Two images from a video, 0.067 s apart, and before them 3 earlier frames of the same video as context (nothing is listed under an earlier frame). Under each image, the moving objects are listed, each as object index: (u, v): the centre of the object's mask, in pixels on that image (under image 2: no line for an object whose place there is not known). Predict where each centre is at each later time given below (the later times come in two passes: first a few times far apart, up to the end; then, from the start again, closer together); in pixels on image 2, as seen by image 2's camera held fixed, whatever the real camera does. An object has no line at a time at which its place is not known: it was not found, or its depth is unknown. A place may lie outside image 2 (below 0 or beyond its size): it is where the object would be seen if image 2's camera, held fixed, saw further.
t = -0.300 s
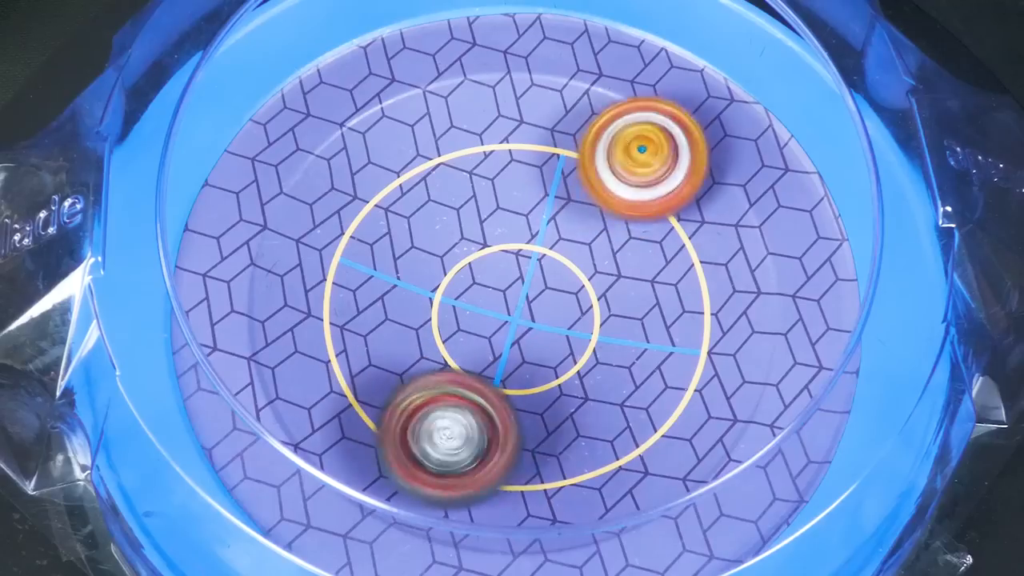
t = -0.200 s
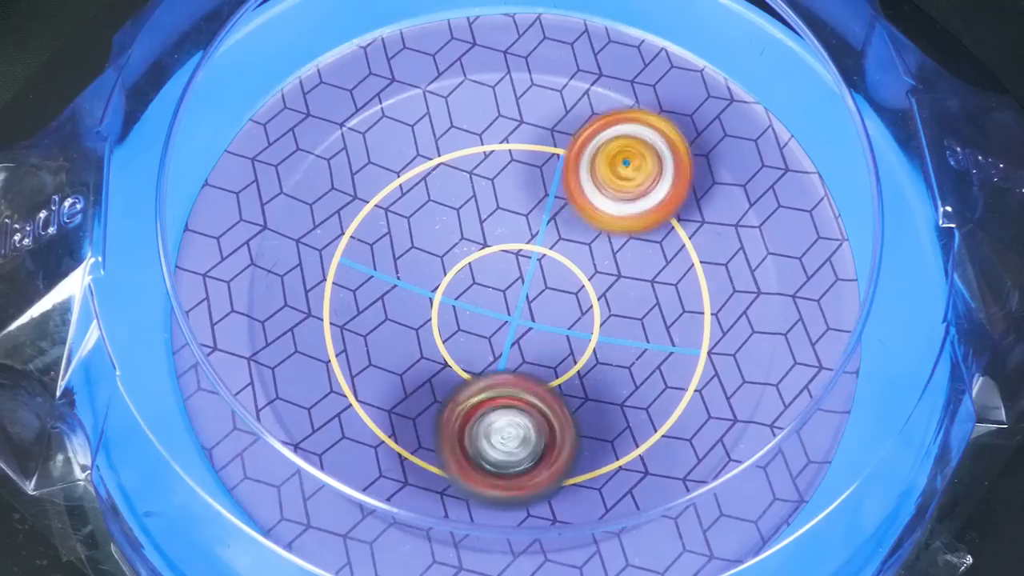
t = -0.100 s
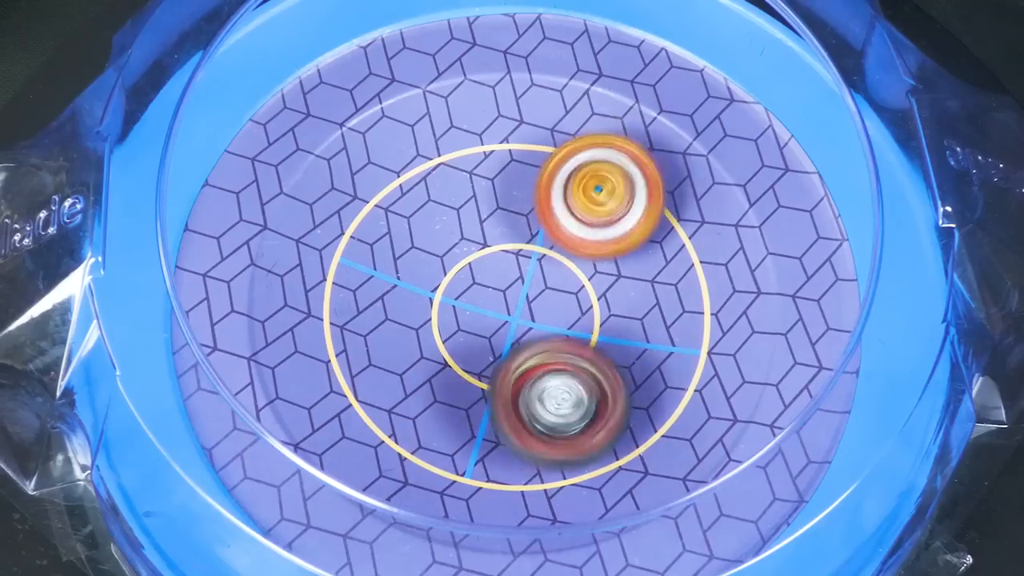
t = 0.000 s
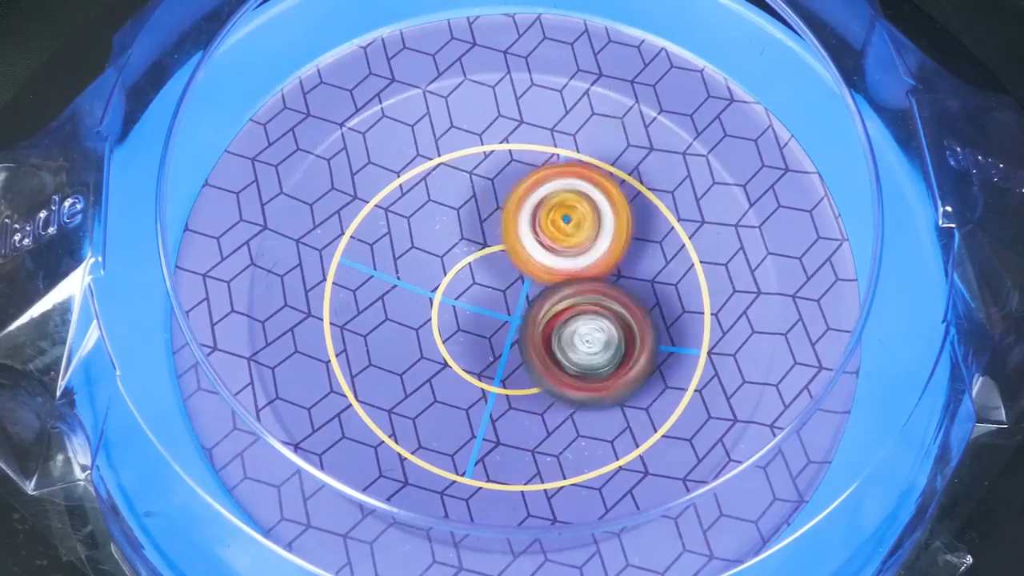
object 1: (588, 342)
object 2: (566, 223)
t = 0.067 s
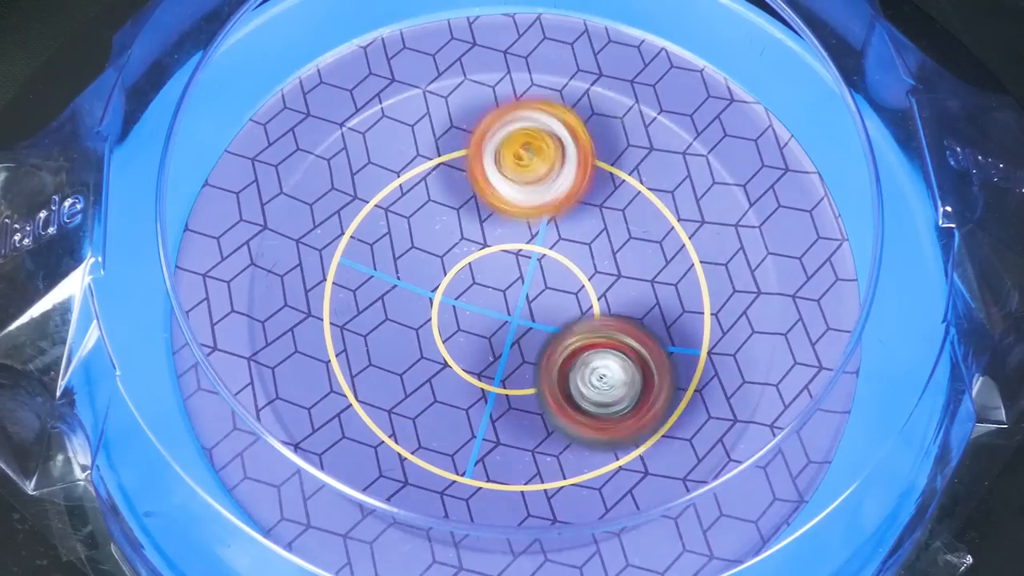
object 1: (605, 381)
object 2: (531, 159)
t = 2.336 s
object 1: (428, 294)
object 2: (576, 300)
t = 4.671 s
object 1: (541, 211)
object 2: (576, 328)
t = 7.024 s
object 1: (474, 248)
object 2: (596, 336)
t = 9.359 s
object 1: (447, 221)
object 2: (507, 349)
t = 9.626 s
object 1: (506, 219)
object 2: (541, 329)
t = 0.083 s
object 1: (608, 388)
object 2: (522, 146)
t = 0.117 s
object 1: (611, 393)
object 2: (507, 127)
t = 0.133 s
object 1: (613, 394)
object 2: (502, 121)
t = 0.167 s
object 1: (617, 390)
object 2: (493, 113)
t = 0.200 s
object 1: (621, 383)
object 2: (488, 110)
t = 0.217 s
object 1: (622, 379)
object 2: (487, 110)
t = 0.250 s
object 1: (623, 369)
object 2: (484, 111)
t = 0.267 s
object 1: (623, 363)
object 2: (484, 113)
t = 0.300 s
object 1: (620, 350)
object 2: (482, 117)
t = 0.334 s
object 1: (615, 336)
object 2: (481, 124)
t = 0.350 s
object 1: (611, 328)
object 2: (481, 127)
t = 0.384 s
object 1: (603, 313)
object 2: (480, 136)
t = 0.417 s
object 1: (593, 299)
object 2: (480, 146)
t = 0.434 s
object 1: (586, 291)
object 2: (479, 151)
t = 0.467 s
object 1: (572, 277)
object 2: (479, 163)
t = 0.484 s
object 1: (564, 272)
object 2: (479, 169)
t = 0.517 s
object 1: (557, 272)
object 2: (472, 170)
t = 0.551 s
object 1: (555, 279)
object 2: (460, 166)
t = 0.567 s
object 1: (553, 282)
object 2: (457, 167)
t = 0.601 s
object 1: (550, 286)
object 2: (451, 169)
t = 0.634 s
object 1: (546, 290)
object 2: (450, 175)
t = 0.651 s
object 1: (543, 290)
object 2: (449, 179)
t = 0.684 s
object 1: (538, 293)
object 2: (449, 187)
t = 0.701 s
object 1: (534, 293)
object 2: (450, 192)
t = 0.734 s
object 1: (534, 299)
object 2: (448, 198)
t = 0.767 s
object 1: (535, 307)
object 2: (447, 204)
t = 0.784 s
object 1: (536, 308)
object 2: (447, 208)
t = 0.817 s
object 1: (536, 312)
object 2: (448, 216)
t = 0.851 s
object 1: (540, 319)
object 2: (448, 222)
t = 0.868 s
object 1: (542, 322)
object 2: (447, 227)
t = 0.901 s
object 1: (546, 326)
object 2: (448, 235)
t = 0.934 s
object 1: (549, 329)
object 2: (451, 244)
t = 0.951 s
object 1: (552, 331)
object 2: (452, 248)
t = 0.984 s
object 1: (558, 334)
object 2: (454, 254)
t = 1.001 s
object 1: (560, 334)
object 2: (456, 257)
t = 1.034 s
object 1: (570, 339)
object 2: (457, 261)
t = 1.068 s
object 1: (591, 347)
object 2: (446, 257)
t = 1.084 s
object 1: (601, 348)
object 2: (443, 256)
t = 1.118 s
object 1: (613, 348)
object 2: (440, 258)
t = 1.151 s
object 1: (622, 346)
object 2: (443, 263)
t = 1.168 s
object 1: (625, 343)
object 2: (445, 267)
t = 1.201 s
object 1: (627, 338)
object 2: (451, 276)
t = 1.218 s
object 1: (627, 335)
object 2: (453, 280)
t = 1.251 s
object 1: (624, 329)
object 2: (460, 289)
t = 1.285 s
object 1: (618, 323)
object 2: (466, 298)
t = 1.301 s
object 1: (613, 321)
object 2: (469, 302)
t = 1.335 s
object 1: (605, 316)
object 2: (473, 310)
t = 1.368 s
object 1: (609, 310)
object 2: (468, 315)
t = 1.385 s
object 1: (611, 307)
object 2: (465, 317)
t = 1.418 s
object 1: (613, 300)
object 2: (464, 321)
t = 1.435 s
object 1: (612, 297)
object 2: (466, 323)
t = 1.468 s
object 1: (607, 289)
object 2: (470, 327)
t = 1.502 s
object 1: (599, 283)
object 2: (475, 331)
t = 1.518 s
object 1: (602, 276)
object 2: (470, 335)
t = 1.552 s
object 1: (606, 261)
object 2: (461, 344)
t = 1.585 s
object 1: (603, 250)
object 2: (460, 348)
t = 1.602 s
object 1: (600, 246)
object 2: (460, 348)
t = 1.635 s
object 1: (590, 238)
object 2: (464, 348)
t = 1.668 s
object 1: (577, 233)
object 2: (470, 348)
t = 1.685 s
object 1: (570, 232)
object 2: (474, 347)
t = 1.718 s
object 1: (554, 231)
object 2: (481, 345)
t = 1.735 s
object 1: (547, 233)
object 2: (485, 343)
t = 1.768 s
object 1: (537, 218)
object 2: (487, 353)
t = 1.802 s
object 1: (527, 202)
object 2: (490, 362)
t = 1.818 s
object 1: (523, 197)
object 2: (491, 364)
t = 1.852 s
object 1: (510, 190)
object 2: (497, 365)
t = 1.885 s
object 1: (496, 188)
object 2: (504, 364)
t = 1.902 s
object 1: (489, 188)
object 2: (507, 362)
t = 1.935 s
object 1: (477, 192)
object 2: (514, 357)
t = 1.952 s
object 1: (471, 195)
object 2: (517, 354)
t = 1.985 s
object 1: (461, 203)
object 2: (524, 350)
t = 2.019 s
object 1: (452, 213)
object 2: (530, 344)
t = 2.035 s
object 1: (447, 219)
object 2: (534, 341)
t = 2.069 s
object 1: (443, 232)
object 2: (540, 335)
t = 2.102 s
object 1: (440, 247)
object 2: (546, 330)
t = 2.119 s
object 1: (440, 254)
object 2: (549, 328)
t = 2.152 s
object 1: (440, 264)
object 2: (555, 325)
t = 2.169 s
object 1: (438, 268)
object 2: (557, 325)
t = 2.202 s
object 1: (433, 274)
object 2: (563, 322)
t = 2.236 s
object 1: (430, 280)
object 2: (565, 318)
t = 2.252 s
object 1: (430, 283)
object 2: (565, 315)
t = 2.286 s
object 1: (432, 290)
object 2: (566, 309)
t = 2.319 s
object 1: (432, 294)
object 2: (570, 302)
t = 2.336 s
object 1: (428, 294)
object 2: (576, 300)
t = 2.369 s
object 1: (424, 296)
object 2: (586, 295)
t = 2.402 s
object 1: (424, 299)
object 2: (589, 292)
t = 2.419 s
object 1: (425, 300)
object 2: (590, 290)
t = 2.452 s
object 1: (429, 302)
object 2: (590, 285)
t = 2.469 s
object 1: (432, 303)
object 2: (588, 284)
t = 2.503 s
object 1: (438, 303)
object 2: (586, 280)
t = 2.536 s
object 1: (445, 302)
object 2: (583, 276)
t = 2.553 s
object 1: (449, 302)
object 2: (581, 273)
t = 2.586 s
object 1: (447, 303)
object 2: (586, 264)
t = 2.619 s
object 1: (428, 311)
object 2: (609, 246)
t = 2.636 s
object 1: (421, 315)
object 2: (617, 239)
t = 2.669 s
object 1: (417, 321)
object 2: (628, 228)
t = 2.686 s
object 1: (416, 325)
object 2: (631, 225)
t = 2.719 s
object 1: (419, 331)
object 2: (633, 221)
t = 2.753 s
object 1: (427, 335)
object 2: (631, 219)
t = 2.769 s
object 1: (432, 336)
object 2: (628, 218)
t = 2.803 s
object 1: (443, 337)
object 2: (623, 217)
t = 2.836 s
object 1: (455, 334)
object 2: (616, 216)
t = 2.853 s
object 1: (462, 332)
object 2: (613, 216)
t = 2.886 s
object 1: (474, 326)
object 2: (605, 217)
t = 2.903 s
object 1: (480, 323)
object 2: (600, 217)
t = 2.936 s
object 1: (490, 315)
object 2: (591, 219)
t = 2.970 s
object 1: (495, 308)
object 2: (584, 217)
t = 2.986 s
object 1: (496, 308)
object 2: (583, 214)
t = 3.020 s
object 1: (497, 307)
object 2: (579, 210)
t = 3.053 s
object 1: (497, 308)
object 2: (574, 207)
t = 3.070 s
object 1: (497, 308)
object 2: (572, 206)
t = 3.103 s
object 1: (498, 310)
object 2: (566, 205)
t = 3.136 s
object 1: (498, 312)
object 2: (560, 204)
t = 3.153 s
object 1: (498, 314)
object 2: (557, 203)
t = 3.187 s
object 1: (498, 316)
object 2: (551, 204)
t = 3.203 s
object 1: (499, 318)
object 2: (548, 205)
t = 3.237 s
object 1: (499, 328)
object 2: (542, 202)
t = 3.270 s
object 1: (500, 339)
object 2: (539, 193)
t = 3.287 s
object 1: (501, 343)
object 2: (537, 191)
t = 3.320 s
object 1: (507, 347)
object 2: (532, 192)
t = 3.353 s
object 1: (512, 348)
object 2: (527, 196)
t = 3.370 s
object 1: (514, 348)
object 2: (524, 199)
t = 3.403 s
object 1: (519, 345)
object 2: (518, 206)
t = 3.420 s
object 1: (522, 342)
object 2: (515, 209)
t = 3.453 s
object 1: (525, 335)
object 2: (508, 216)
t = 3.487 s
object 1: (531, 338)
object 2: (500, 216)
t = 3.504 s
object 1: (534, 339)
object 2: (497, 215)
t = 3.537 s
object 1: (540, 339)
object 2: (491, 216)
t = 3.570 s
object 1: (545, 335)
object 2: (486, 220)
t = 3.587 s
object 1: (548, 333)
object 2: (484, 223)
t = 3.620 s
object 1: (553, 329)
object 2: (479, 228)
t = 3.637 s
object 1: (555, 327)
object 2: (476, 230)
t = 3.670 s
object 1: (560, 323)
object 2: (472, 235)
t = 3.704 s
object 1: (575, 327)
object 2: (461, 235)
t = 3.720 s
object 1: (580, 327)
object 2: (457, 234)
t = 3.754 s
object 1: (588, 324)
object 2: (450, 235)
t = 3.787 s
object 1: (594, 318)
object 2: (448, 239)
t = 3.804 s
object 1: (596, 315)
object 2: (449, 241)
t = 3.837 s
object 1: (597, 307)
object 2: (451, 248)
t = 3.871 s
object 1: (594, 300)
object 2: (454, 256)
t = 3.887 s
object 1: (590, 295)
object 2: (455, 260)
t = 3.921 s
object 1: (585, 288)
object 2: (459, 268)
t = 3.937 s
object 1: (585, 286)
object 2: (459, 271)
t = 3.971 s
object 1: (587, 282)
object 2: (457, 277)
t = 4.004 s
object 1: (589, 277)
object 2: (458, 283)
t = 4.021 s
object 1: (588, 274)
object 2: (459, 285)
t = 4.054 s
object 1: (587, 270)
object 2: (463, 291)
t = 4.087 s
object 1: (602, 262)
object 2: (457, 300)
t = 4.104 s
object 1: (606, 257)
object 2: (454, 305)
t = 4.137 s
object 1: (612, 248)
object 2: (451, 313)
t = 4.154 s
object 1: (613, 243)
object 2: (452, 316)
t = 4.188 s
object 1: (614, 237)
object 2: (457, 321)
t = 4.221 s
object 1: (611, 234)
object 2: (465, 325)
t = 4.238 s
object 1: (609, 234)
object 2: (469, 326)
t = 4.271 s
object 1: (604, 233)
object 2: (478, 329)
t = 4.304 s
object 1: (597, 234)
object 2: (487, 330)
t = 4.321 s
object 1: (592, 235)
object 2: (492, 331)
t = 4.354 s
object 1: (584, 238)
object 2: (500, 331)
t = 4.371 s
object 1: (581, 240)
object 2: (505, 332)
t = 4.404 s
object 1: (580, 236)
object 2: (513, 337)
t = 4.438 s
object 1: (581, 226)
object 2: (522, 346)
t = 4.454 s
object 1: (579, 220)
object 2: (527, 348)
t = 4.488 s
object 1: (576, 214)
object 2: (534, 350)
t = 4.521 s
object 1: (572, 210)
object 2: (543, 349)
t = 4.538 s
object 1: (569, 210)
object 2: (546, 347)
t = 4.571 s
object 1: (564, 211)
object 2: (551, 343)
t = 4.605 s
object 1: (557, 214)
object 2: (556, 336)
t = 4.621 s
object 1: (553, 217)
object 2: (559, 332)
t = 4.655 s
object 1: (546, 214)
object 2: (569, 329)
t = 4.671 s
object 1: (541, 211)
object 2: (576, 328)
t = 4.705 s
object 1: (529, 207)
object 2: (587, 326)
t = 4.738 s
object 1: (519, 207)
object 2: (600, 321)
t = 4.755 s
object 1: (515, 209)
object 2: (605, 318)
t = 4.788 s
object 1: (506, 213)
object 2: (613, 309)
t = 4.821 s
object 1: (500, 218)
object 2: (622, 301)
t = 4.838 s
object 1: (496, 222)
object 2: (625, 297)
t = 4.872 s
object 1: (493, 230)
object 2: (626, 289)
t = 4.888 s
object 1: (493, 234)
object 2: (628, 285)
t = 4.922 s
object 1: (492, 242)
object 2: (628, 279)
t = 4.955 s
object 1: (493, 250)
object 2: (626, 271)
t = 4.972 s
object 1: (494, 254)
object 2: (626, 266)
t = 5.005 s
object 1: (495, 260)
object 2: (624, 261)
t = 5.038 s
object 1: (492, 264)
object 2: (624, 256)
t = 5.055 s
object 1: (489, 266)
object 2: (624, 254)
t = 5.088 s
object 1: (486, 272)
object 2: (620, 251)
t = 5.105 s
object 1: (486, 275)
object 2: (616, 249)
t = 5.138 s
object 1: (485, 280)
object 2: (612, 246)
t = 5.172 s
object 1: (485, 285)
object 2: (605, 244)
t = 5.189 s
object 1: (483, 288)
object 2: (602, 242)
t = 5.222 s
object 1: (478, 294)
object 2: (597, 240)
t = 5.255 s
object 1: (475, 300)
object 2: (589, 238)
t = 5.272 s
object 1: (474, 301)
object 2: (584, 237)
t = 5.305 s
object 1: (473, 306)
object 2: (576, 237)
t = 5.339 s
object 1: (472, 310)
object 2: (566, 236)
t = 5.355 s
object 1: (471, 313)
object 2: (560, 233)
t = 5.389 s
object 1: (470, 320)
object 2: (550, 231)
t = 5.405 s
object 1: (470, 323)
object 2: (541, 230)
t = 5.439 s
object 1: (469, 328)
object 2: (526, 226)
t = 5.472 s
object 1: (470, 331)
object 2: (509, 226)
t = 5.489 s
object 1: (470, 332)
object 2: (498, 224)
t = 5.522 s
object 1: (472, 334)
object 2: (481, 224)
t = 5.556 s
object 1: (473, 339)
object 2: (461, 224)
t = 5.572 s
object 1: (474, 341)
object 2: (453, 221)
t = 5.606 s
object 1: (477, 345)
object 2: (439, 222)
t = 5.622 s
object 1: (479, 347)
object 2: (431, 221)
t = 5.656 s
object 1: (482, 348)
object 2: (421, 221)
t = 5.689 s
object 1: (485, 348)
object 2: (412, 223)
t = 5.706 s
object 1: (485, 349)
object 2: (409, 224)
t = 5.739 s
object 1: (489, 347)
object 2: (405, 228)
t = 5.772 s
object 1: (492, 345)
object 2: (402, 233)
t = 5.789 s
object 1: (492, 344)
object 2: (402, 235)
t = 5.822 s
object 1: (494, 342)
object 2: (403, 241)
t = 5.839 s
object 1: (497, 339)
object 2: (403, 243)
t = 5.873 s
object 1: (499, 336)
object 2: (406, 247)
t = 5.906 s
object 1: (505, 336)
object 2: (406, 248)
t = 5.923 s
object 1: (514, 338)
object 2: (405, 246)
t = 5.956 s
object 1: (527, 338)
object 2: (404, 244)
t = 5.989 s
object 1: (536, 334)
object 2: (406, 245)
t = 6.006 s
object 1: (540, 332)
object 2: (410, 249)
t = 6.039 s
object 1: (547, 324)
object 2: (415, 253)
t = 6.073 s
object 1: (550, 317)
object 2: (423, 259)
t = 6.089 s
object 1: (551, 315)
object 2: (426, 263)
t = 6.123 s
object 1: (559, 309)
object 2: (432, 267)
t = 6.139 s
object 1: (563, 306)
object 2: (435, 271)
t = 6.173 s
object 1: (572, 300)
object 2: (442, 276)
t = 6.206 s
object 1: (584, 293)
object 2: (447, 284)
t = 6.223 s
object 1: (589, 289)
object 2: (451, 287)
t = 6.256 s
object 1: (595, 281)
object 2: (461, 296)
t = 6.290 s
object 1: (597, 274)
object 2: (474, 305)
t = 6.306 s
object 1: (599, 270)
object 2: (482, 310)
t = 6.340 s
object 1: (605, 260)
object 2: (494, 322)
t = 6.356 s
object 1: (609, 256)
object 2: (500, 329)
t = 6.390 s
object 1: (612, 244)
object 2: (517, 343)
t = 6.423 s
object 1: (611, 238)
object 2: (533, 355)
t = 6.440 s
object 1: (610, 236)
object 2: (541, 361)
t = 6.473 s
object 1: (608, 233)
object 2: (556, 369)
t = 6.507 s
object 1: (605, 232)
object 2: (570, 375)
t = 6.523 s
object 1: (602, 231)
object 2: (576, 378)
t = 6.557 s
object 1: (597, 232)
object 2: (588, 382)
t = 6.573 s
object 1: (595, 231)
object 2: (592, 383)
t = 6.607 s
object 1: (589, 233)
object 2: (599, 383)
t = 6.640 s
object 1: (584, 236)
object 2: (603, 381)
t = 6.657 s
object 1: (582, 237)
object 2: (605, 380)
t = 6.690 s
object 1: (577, 240)
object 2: (606, 375)
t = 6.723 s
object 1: (572, 244)
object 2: (605, 370)
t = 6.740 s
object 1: (570, 246)
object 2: (603, 369)
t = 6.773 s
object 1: (564, 248)
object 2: (602, 367)
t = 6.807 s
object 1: (548, 236)
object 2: (609, 372)
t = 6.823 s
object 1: (542, 232)
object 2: (611, 376)
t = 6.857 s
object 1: (526, 226)
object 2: (615, 374)
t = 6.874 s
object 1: (519, 228)
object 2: (616, 373)
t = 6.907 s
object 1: (506, 229)
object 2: (616, 366)
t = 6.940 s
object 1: (495, 232)
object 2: (614, 359)
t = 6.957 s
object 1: (489, 235)
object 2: (612, 355)
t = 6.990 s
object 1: (480, 242)
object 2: (605, 347)
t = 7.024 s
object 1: (474, 248)
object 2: (596, 336)
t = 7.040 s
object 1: (471, 252)
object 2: (592, 332)
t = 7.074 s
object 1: (467, 260)
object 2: (582, 318)
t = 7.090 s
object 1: (461, 260)
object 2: (577, 313)
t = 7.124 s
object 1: (435, 260)
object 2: (588, 299)
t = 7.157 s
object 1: (406, 263)
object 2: (602, 283)
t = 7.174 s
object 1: (396, 265)
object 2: (606, 277)
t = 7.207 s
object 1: (380, 270)
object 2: (609, 261)
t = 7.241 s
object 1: (369, 277)
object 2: (607, 250)
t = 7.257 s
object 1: (367, 280)
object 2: (604, 244)
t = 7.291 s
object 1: (363, 285)
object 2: (597, 236)
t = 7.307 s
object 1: (362, 288)
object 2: (591, 233)
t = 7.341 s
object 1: (365, 291)
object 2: (580, 228)
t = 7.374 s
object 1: (368, 293)
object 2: (568, 225)
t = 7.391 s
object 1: (371, 295)
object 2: (561, 224)
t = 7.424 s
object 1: (380, 297)
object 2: (546, 223)
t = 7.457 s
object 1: (389, 297)
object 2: (529, 222)
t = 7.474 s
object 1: (394, 298)
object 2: (522, 221)
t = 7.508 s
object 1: (406, 297)
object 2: (506, 222)
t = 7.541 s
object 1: (415, 298)
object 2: (494, 218)
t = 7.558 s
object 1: (418, 304)
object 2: (488, 215)
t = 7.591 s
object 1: (424, 319)
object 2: (476, 207)
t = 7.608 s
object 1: (427, 326)
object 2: (471, 203)
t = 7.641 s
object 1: (437, 336)
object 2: (460, 199)
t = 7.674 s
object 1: (449, 341)
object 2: (449, 199)
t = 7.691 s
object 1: (455, 343)
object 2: (443, 201)
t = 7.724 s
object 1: (468, 343)
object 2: (432, 205)
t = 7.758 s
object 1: (480, 340)
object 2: (422, 213)
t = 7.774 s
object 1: (486, 339)
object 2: (419, 216)
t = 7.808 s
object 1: (498, 332)
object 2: (412, 225)
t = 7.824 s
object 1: (502, 330)
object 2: (409, 229)
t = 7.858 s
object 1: (512, 324)
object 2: (407, 238)
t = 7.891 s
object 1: (520, 315)
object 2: (407, 249)
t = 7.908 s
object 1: (523, 311)
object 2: (408, 254)
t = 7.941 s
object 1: (529, 303)
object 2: (411, 265)
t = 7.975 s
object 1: (542, 297)
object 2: (414, 278)
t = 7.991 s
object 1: (550, 294)
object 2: (417, 285)
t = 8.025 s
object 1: (559, 286)
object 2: (424, 299)
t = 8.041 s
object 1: (564, 284)
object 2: (431, 307)
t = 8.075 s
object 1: (571, 276)
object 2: (444, 321)
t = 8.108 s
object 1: (575, 270)
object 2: (461, 335)
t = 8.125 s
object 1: (579, 268)
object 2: (471, 344)
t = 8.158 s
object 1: (580, 263)
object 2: (489, 356)
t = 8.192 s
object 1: (581, 261)
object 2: (507, 368)
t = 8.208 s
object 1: (583, 260)
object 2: (517, 372)
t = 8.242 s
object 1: (582, 258)
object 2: (534, 380)
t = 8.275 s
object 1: (582, 258)
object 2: (550, 385)
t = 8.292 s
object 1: (581, 257)
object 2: (560, 387)
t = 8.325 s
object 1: (580, 258)
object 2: (573, 389)
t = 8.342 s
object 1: (580, 258)
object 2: (581, 389)
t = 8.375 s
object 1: (576, 259)
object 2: (594, 387)
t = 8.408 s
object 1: (574, 261)
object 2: (604, 385)
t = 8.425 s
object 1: (572, 262)
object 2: (609, 382)
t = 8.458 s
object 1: (569, 265)
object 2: (615, 377)
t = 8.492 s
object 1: (565, 262)
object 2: (622, 374)
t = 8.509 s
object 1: (560, 259)
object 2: (623, 372)
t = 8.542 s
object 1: (553, 258)
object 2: (628, 365)
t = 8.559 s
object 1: (550, 258)
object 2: (626, 360)
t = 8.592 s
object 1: (542, 258)
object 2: (626, 353)
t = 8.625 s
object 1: (525, 249)
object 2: (631, 348)
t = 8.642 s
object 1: (516, 243)
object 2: (630, 348)
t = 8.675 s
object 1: (502, 238)
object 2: (630, 340)
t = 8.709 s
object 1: (490, 236)
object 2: (624, 327)
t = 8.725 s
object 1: (485, 237)
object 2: (620, 323)
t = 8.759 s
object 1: (476, 236)
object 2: (606, 310)
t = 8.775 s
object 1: (473, 238)
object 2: (598, 305)
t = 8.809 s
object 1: (467, 237)
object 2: (585, 297)
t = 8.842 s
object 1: (440, 224)
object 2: (595, 299)
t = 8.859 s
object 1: (426, 218)
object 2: (598, 299)
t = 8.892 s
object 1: (409, 212)
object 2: (599, 298)
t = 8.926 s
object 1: (396, 210)
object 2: (595, 296)
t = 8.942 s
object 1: (392, 210)
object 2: (593, 297)
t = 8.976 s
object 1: (386, 210)
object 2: (588, 301)
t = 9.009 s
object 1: (385, 212)
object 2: (579, 304)
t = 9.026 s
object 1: (385, 213)
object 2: (572, 305)
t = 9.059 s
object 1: (388, 216)
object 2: (560, 308)
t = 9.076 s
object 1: (389, 217)
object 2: (554, 310)
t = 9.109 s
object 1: (396, 220)
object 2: (540, 313)
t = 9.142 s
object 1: (401, 222)
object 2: (529, 316)
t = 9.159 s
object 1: (405, 223)
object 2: (522, 319)
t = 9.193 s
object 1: (413, 226)
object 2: (513, 322)
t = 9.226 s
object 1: (421, 226)
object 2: (509, 328)
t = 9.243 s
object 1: (422, 224)
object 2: (510, 332)
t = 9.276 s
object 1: (428, 221)
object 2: (510, 339)
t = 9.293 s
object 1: (431, 221)
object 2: (510, 341)
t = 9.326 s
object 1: (440, 220)
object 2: (509, 345)
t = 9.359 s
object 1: (447, 221)
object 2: (507, 349)
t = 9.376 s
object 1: (452, 221)
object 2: (506, 350)
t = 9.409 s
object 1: (463, 224)
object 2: (508, 351)
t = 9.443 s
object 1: (474, 226)
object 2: (508, 346)
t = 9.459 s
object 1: (478, 229)
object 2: (507, 343)
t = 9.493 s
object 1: (487, 228)
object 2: (509, 341)
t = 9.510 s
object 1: (489, 223)
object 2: (514, 345)
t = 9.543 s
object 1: (493, 215)
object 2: (524, 345)
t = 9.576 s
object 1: (499, 213)
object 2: (531, 340)
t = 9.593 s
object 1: (502, 215)
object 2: (534, 337)
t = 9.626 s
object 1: (506, 219)
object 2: (541, 329)
